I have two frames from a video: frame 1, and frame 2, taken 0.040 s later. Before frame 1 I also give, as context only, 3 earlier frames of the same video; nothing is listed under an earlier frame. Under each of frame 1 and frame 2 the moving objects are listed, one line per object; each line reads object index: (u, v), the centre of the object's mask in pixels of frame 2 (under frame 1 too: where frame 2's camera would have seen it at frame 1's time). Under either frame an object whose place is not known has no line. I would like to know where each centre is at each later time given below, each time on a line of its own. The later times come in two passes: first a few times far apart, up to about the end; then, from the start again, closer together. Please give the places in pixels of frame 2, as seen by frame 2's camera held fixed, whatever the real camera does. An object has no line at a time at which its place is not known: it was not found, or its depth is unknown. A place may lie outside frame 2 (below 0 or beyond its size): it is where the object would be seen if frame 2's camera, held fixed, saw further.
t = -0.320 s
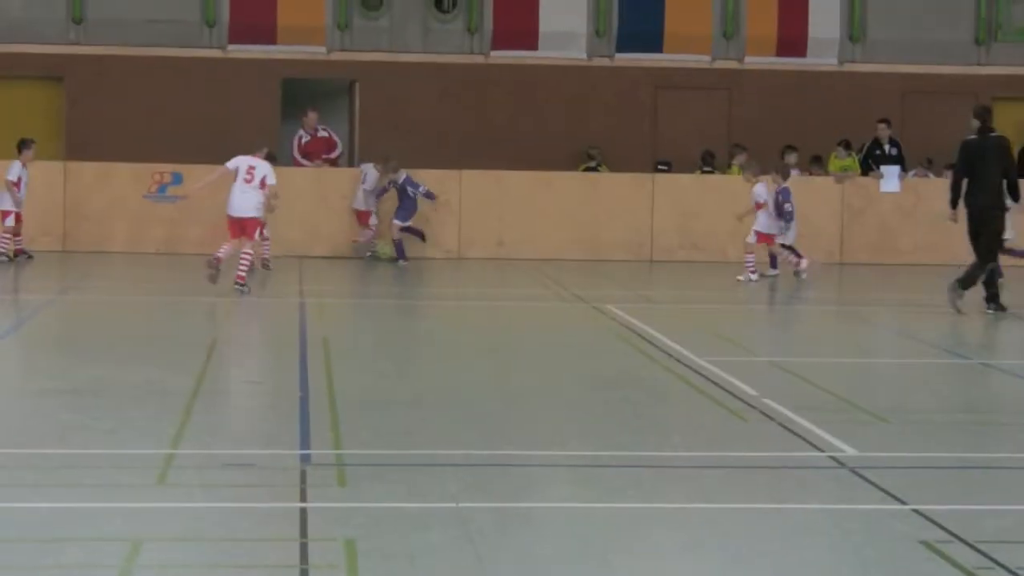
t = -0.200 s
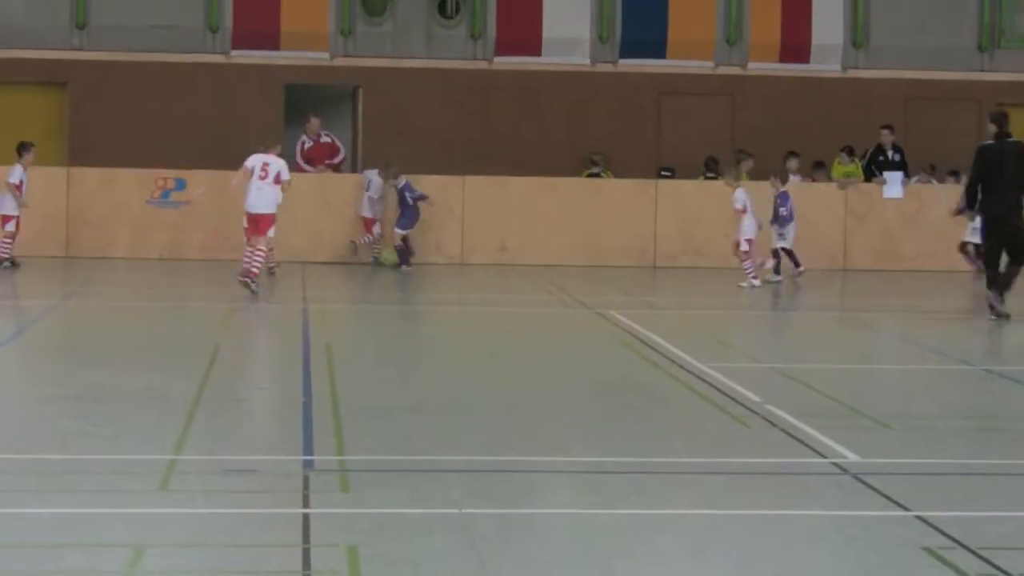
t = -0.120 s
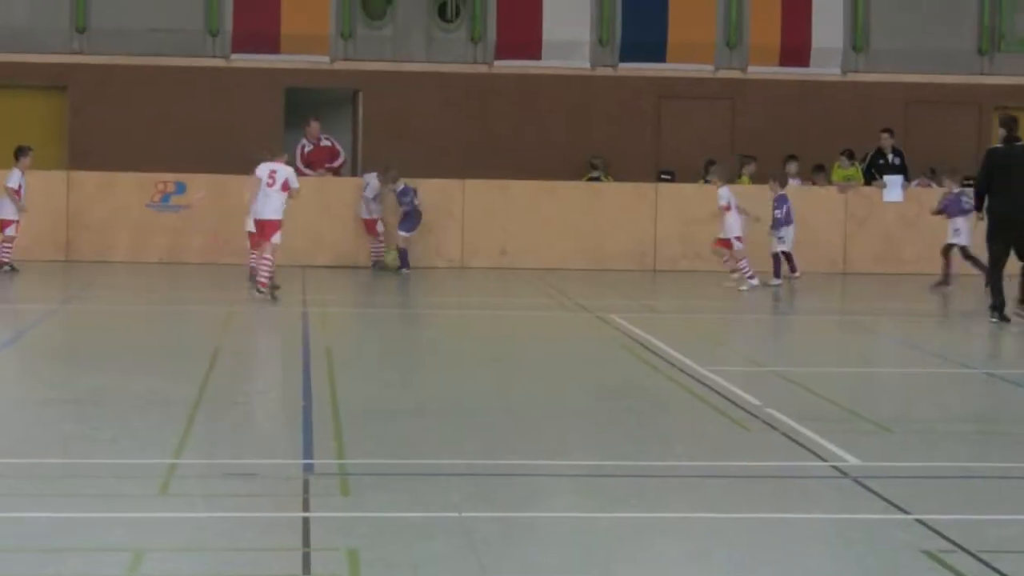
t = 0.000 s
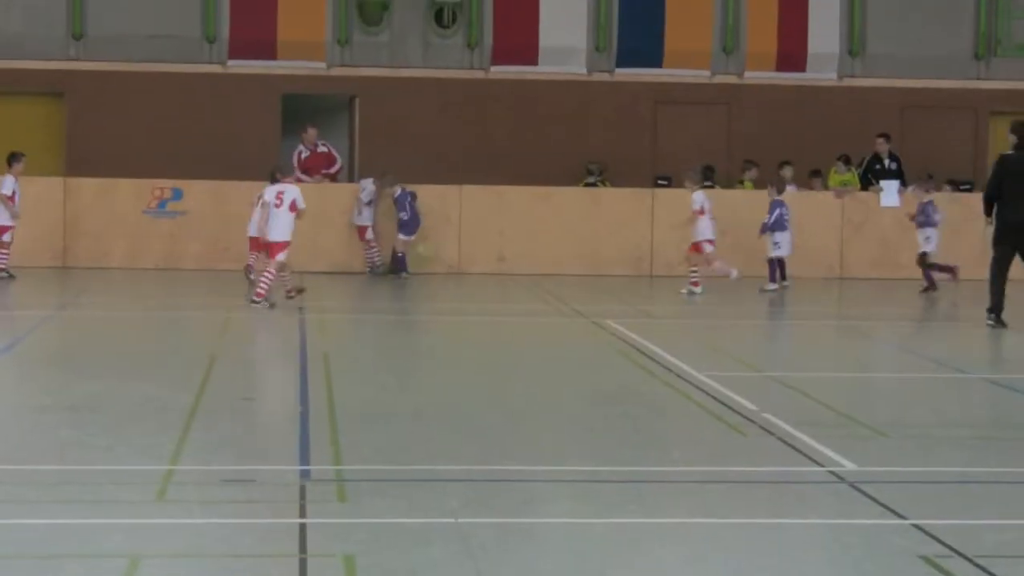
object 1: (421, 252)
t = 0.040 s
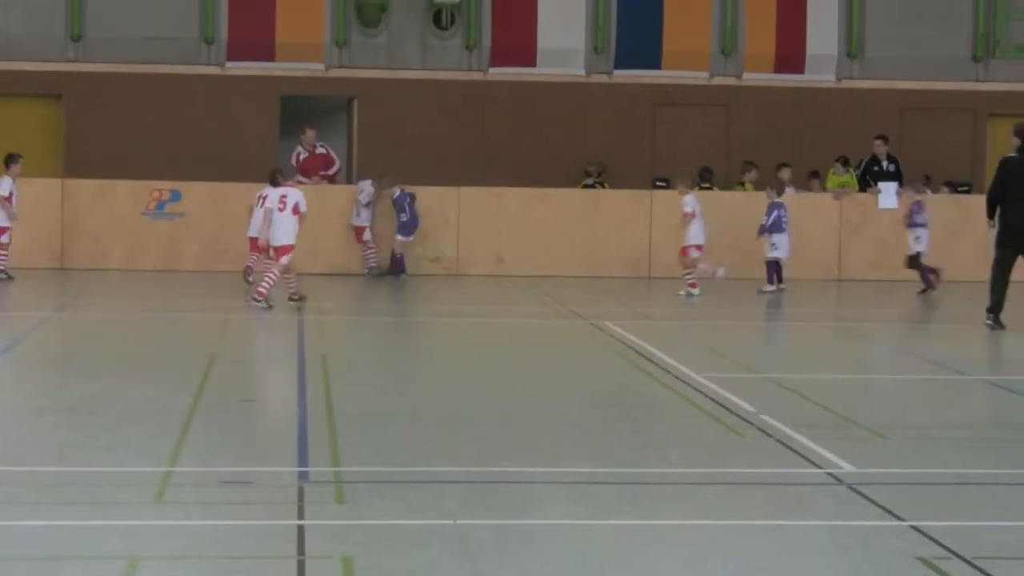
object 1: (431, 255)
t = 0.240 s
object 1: (487, 267)
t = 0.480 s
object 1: (539, 266)
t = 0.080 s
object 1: (443, 253)
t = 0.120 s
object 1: (455, 257)
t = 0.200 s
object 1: (481, 264)
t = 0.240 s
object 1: (487, 267)
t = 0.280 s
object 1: (501, 273)
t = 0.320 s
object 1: (504, 271)
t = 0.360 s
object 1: (516, 270)
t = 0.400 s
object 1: (524, 269)
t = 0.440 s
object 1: (531, 266)
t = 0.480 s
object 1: (539, 266)
